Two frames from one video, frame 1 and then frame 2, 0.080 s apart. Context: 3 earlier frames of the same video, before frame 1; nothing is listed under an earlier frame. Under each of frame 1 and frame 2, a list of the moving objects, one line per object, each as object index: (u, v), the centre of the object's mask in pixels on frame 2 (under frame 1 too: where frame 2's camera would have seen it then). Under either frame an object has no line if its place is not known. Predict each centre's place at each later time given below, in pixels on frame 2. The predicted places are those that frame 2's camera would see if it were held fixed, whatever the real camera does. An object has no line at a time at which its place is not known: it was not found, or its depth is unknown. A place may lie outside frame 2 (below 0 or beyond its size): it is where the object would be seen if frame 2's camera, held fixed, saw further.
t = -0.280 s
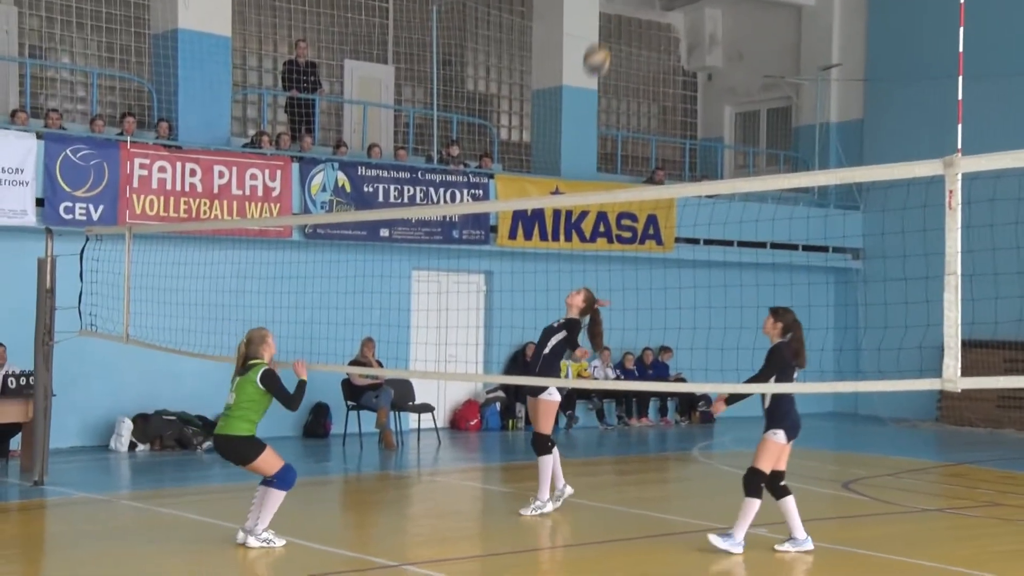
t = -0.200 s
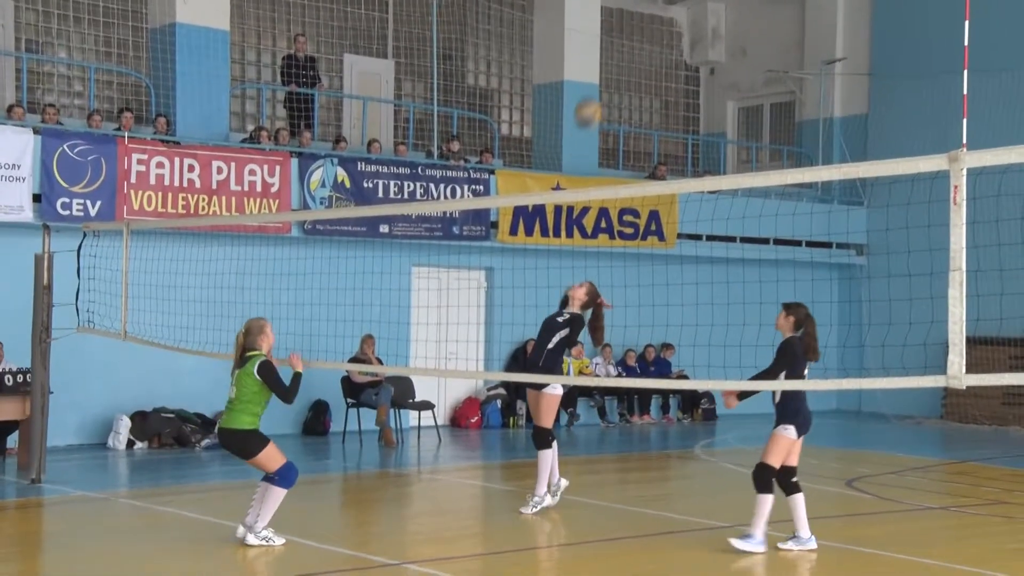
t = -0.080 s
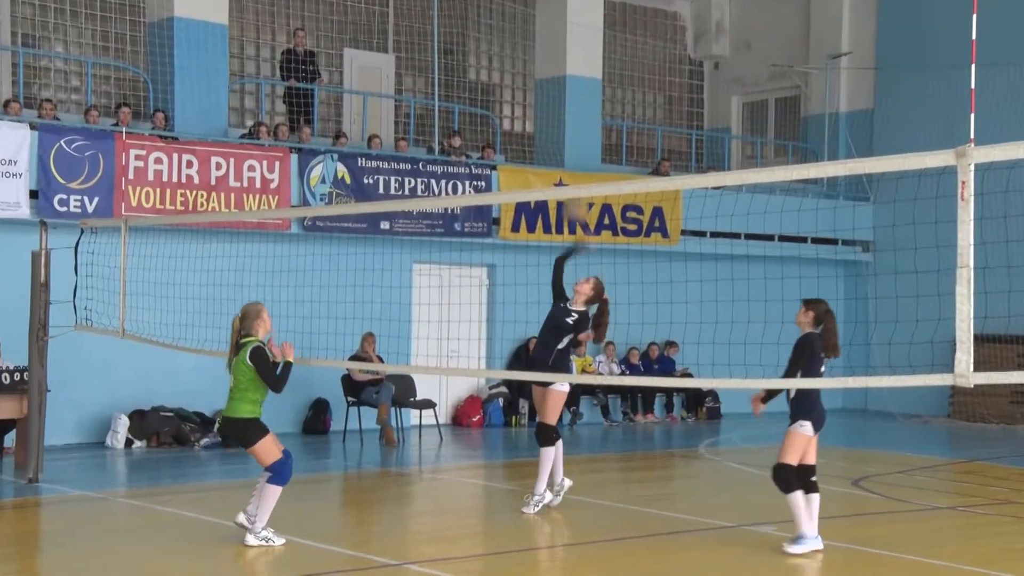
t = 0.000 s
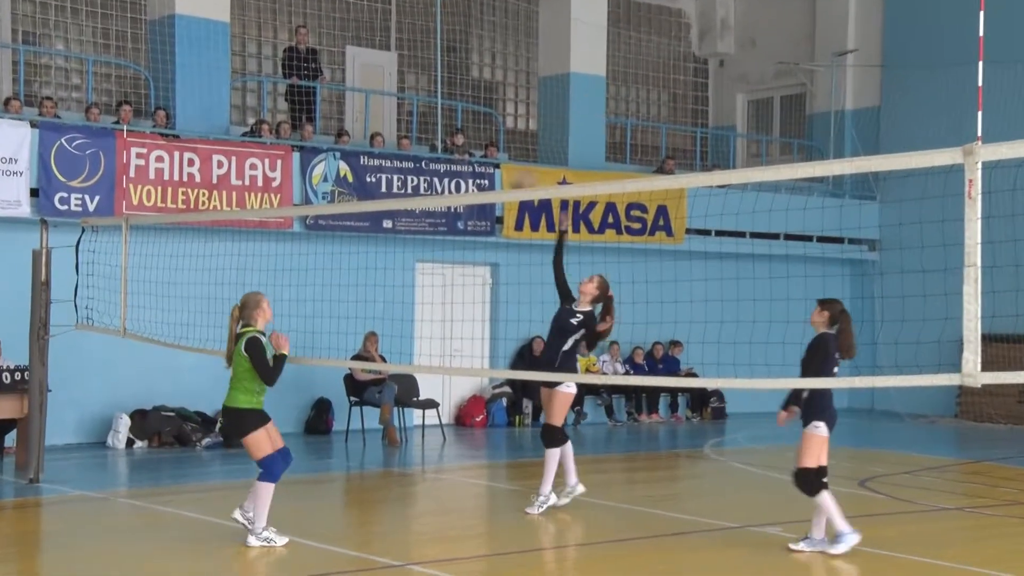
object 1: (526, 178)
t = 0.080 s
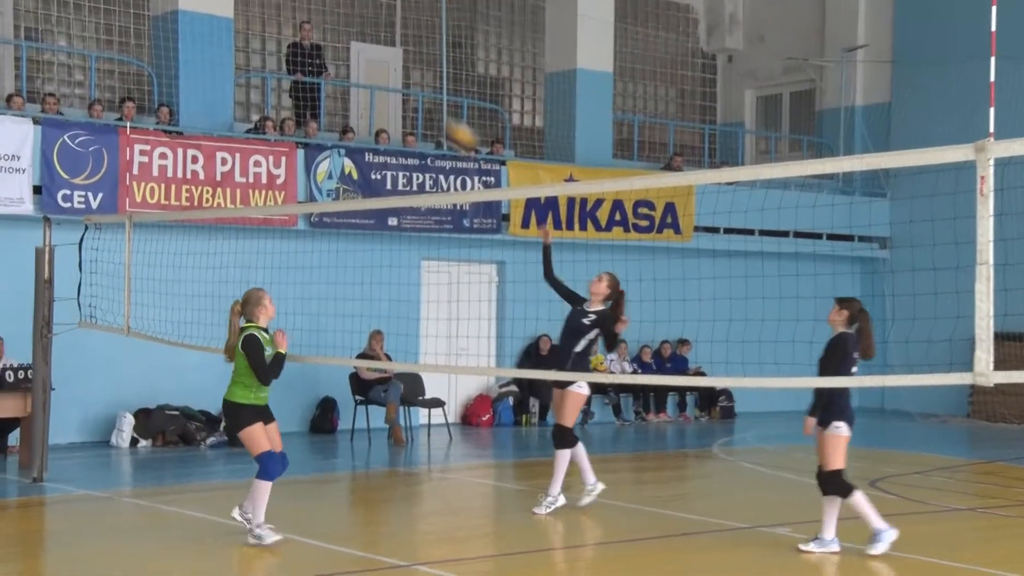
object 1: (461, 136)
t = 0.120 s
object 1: (421, 113)
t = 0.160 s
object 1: (377, 89)
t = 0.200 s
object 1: (334, 71)
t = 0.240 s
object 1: (290, 57)
